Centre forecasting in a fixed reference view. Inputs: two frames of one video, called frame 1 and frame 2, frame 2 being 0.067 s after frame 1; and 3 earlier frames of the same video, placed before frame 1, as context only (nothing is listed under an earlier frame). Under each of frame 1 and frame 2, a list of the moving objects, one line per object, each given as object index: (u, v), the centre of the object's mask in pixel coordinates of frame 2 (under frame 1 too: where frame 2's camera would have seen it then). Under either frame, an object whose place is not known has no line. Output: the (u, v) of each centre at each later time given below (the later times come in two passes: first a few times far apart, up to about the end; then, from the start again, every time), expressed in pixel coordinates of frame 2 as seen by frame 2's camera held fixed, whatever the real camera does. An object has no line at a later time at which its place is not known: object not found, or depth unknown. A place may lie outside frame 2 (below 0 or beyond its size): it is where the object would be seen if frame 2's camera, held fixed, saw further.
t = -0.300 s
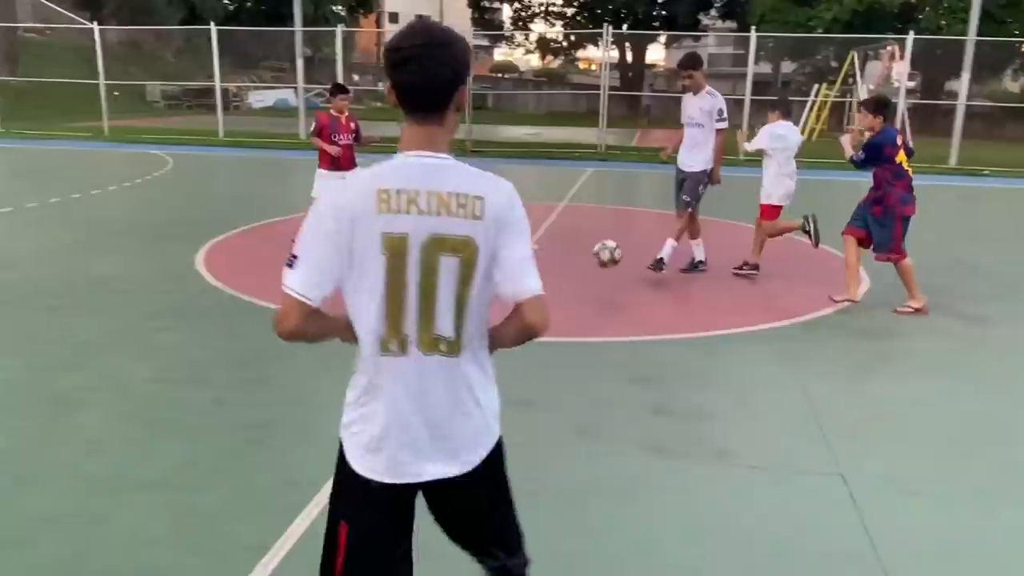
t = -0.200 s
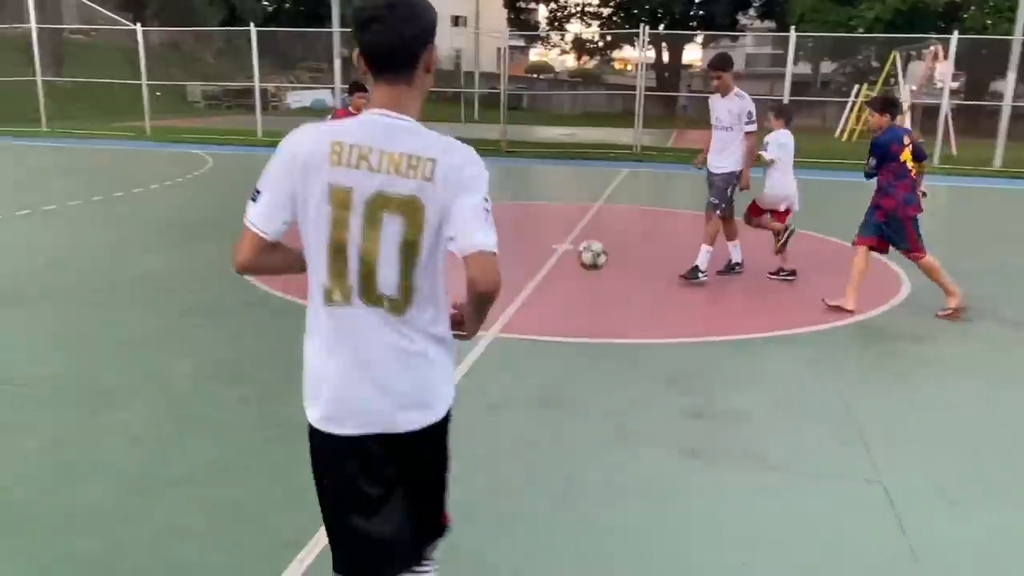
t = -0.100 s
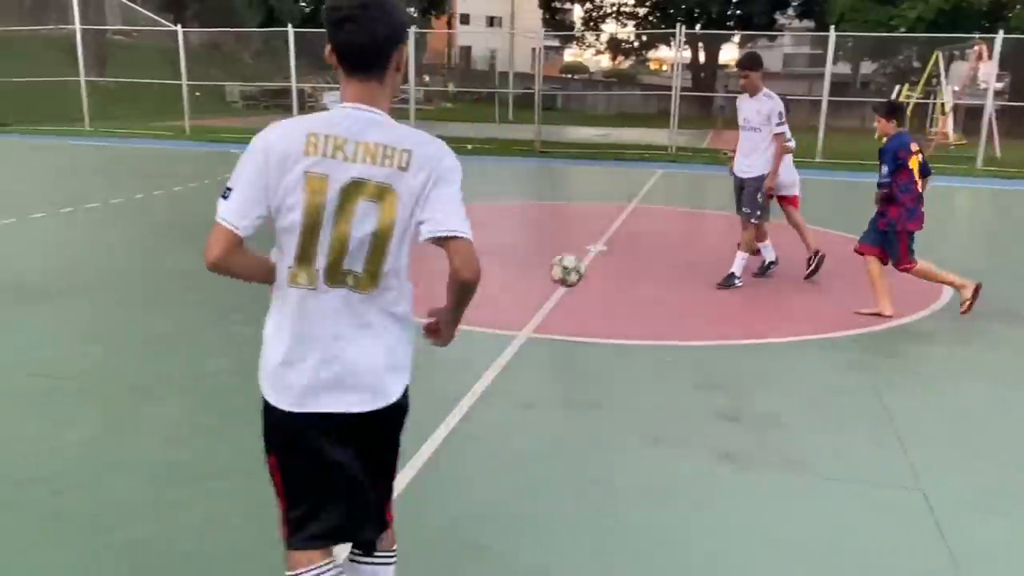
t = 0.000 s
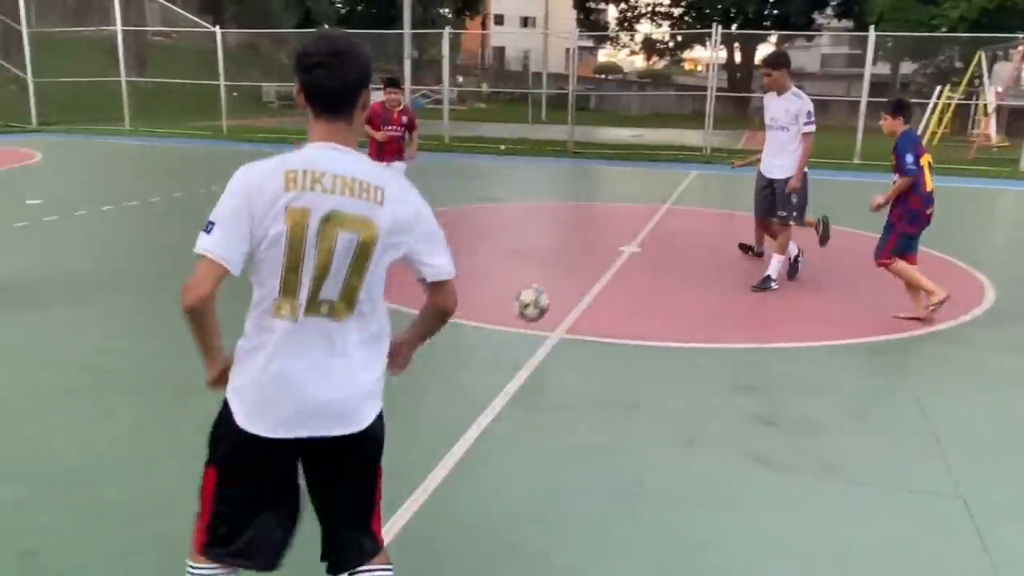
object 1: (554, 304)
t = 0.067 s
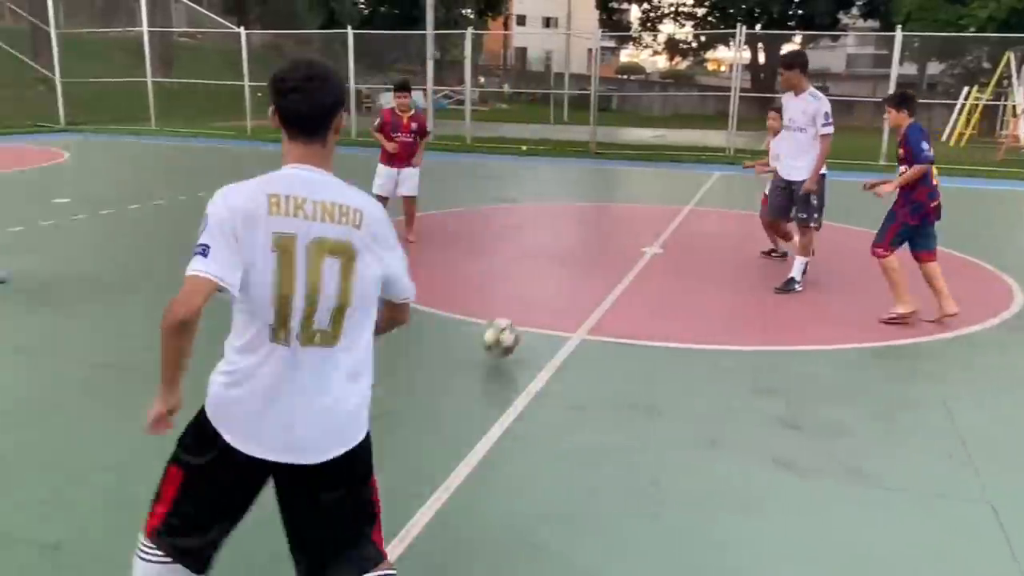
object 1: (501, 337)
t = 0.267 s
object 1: (381, 330)
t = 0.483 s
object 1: (233, 386)
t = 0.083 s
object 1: (486, 350)
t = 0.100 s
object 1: (476, 349)
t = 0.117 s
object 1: (467, 344)
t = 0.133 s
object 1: (457, 341)
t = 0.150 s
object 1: (448, 338)
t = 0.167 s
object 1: (440, 336)
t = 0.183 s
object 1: (432, 334)
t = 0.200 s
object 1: (421, 332)
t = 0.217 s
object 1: (412, 331)
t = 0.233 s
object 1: (401, 329)
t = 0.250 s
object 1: (391, 329)
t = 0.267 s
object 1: (381, 330)
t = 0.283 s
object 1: (371, 330)
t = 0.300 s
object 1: (360, 332)
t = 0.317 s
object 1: (349, 333)
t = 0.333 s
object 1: (338, 336)
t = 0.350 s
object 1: (326, 339)
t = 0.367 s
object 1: (315, 342)
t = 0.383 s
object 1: (302, 347)
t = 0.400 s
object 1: (291, 351)
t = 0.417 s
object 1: (279, 357)
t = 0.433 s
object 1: (267, 363)
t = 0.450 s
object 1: (258, 370)
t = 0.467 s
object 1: (245, 378)
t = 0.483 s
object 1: (233, 386)
